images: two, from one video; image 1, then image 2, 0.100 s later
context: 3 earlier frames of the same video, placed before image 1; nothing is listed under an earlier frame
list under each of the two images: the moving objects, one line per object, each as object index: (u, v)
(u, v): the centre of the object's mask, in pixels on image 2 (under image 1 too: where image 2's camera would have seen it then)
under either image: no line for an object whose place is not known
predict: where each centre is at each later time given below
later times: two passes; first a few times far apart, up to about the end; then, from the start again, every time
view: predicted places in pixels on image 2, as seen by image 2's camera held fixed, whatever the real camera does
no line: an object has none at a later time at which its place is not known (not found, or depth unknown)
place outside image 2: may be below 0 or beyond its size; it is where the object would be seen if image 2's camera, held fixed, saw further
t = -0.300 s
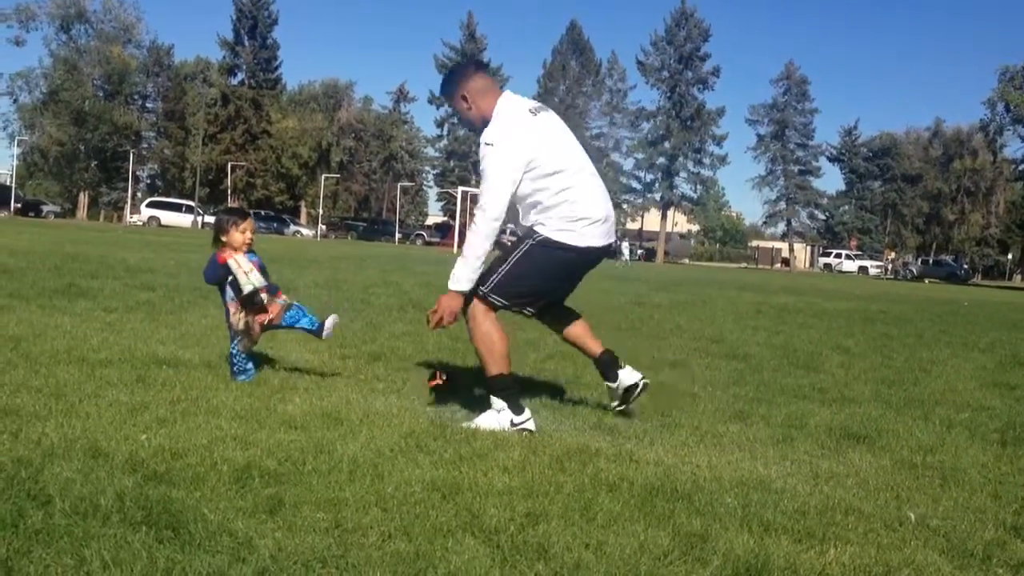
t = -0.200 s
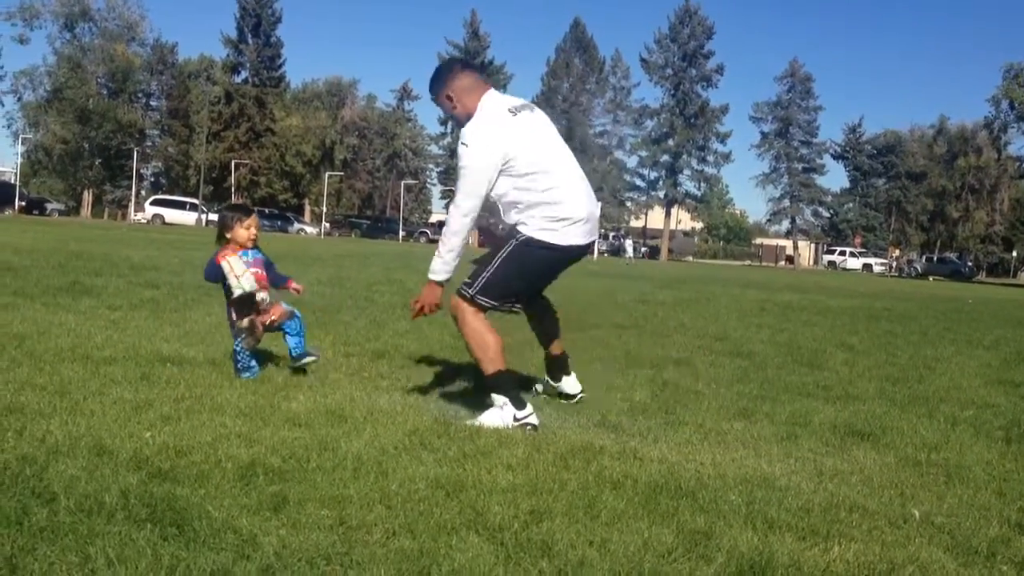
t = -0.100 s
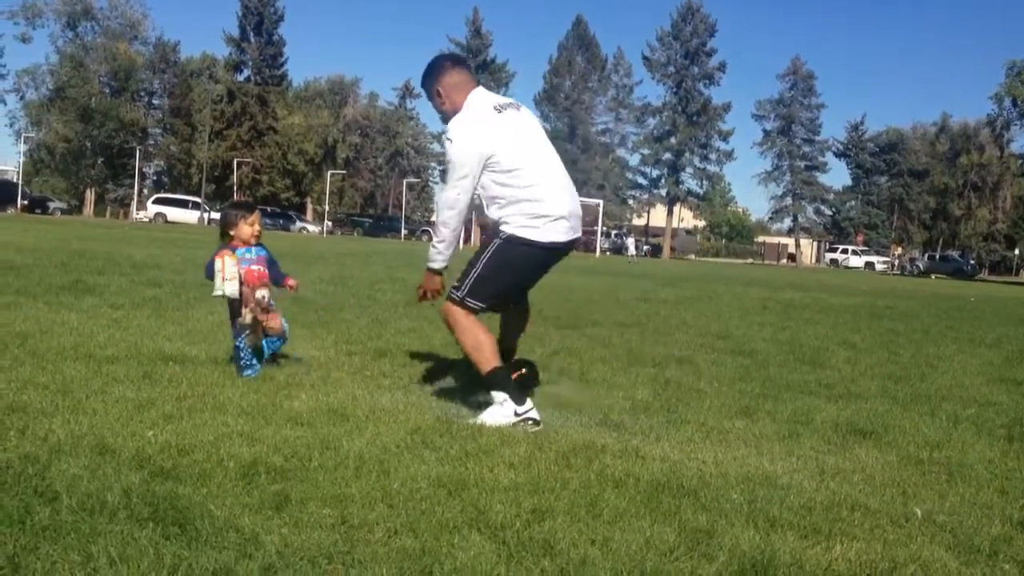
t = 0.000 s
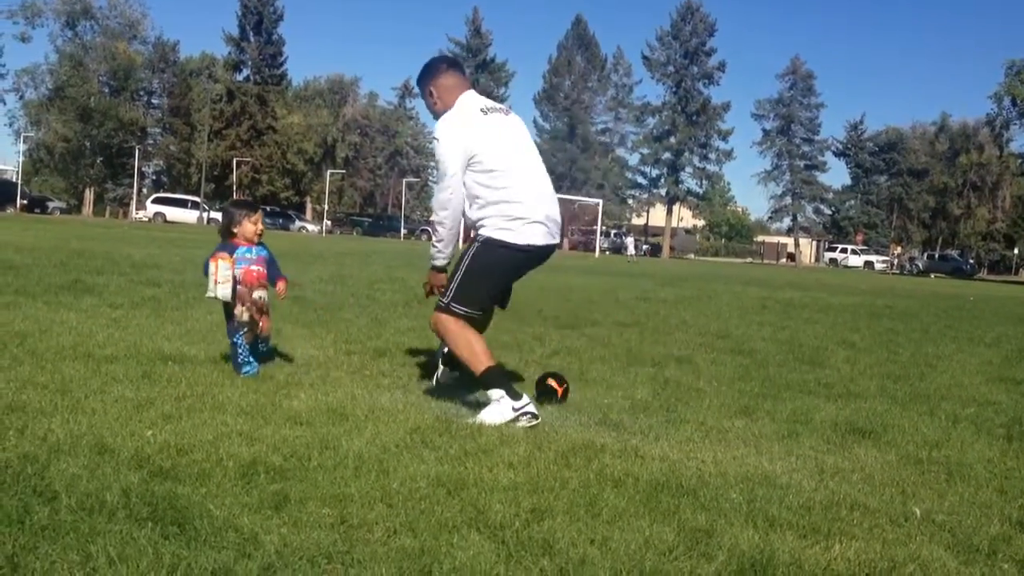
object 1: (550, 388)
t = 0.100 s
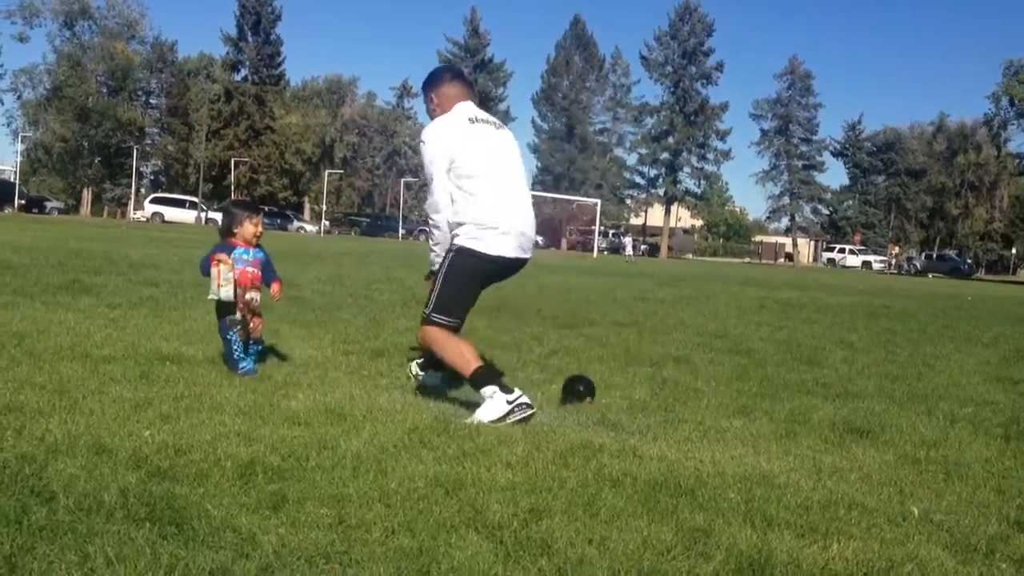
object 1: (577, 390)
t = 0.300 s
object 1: (626, 396)
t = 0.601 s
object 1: (666, 398)
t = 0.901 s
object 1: (671, 398)
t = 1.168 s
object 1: (669, 399)
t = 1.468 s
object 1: (669, 399)
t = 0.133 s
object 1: (586, 389)
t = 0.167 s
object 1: (595, 389)
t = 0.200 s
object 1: (603, 391)
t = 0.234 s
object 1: (610, 394)
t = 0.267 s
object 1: (618, 395)
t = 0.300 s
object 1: (626, 396)
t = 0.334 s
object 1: (632, 397)
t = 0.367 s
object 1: (638, 398)
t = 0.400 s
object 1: (643, 398)
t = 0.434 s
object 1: (649, 398)
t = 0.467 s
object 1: (653, 398)
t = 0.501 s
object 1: (657, 398)
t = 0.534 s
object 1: (661, 399)
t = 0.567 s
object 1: (664, 398)
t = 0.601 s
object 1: (666, 398)
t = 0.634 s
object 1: (668, 398)
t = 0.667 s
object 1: (670, 398)
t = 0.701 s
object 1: (671, 399)
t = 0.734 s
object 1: (672, 398)
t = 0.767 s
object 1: (672, 398)
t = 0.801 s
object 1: (672, 398)
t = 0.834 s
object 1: (672, 399)
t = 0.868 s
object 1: (672, 398)
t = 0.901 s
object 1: (671, 398)
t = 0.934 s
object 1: (671, 399)
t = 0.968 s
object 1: (671, 399)
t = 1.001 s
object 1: (670, 399)
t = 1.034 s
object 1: (670, 399)
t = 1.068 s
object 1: (670, 399)
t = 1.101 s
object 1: (669, 399)
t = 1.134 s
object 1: (669, 399)
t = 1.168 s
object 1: (669, 399)
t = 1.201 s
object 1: (670, 398)
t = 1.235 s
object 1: (669, 399)
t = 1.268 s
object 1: (670, 398)
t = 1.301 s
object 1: (669, 399)
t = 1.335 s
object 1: (669, 399)
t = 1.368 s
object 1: (670, 399)
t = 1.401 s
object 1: (669, 399)
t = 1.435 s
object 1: (670, 399)
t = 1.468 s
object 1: (669, 399)
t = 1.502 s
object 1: (670, 399)
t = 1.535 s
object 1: (669, 399)
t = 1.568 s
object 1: (669, 399)
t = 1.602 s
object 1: (669, 399)
